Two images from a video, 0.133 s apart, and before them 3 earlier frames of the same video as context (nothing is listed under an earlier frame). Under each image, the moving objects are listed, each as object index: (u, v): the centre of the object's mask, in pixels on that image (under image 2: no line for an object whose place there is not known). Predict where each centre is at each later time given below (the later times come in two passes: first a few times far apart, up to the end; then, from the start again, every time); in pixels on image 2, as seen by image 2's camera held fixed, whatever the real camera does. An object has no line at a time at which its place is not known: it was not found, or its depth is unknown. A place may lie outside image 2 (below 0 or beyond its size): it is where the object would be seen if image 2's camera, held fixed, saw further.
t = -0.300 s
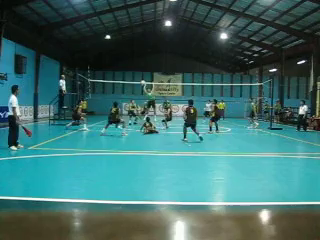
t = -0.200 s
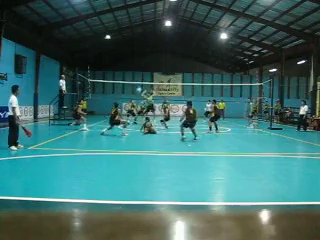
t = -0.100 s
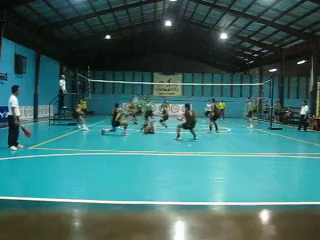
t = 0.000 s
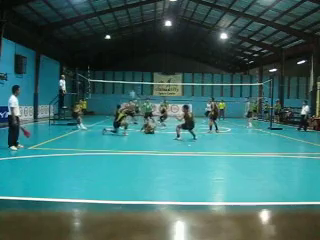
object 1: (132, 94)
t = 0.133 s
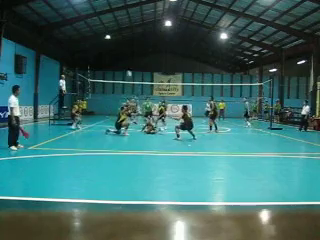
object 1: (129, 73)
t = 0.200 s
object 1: (127, 66)
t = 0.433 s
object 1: (123, 50)
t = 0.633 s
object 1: (120, 47)
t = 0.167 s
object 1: (128, 69)
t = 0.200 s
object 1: (127, 66)
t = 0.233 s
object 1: (127, 63)
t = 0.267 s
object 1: (126, 60)
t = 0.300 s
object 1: (126, 57)
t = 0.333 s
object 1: (125, 55)
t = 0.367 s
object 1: (124, 52)
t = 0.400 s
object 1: (124, 51)
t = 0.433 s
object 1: (123, 50)
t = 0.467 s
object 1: (123, 48)
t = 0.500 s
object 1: (122, 48)
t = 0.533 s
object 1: (122, 47)
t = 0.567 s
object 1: (121, 46)
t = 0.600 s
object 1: (120, 46)
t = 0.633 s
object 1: (120, 47)
